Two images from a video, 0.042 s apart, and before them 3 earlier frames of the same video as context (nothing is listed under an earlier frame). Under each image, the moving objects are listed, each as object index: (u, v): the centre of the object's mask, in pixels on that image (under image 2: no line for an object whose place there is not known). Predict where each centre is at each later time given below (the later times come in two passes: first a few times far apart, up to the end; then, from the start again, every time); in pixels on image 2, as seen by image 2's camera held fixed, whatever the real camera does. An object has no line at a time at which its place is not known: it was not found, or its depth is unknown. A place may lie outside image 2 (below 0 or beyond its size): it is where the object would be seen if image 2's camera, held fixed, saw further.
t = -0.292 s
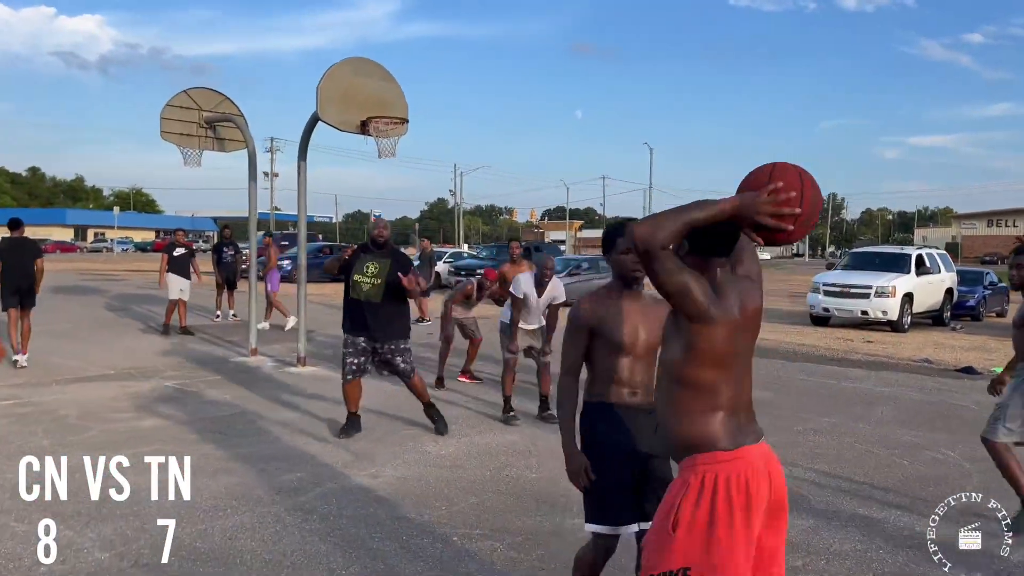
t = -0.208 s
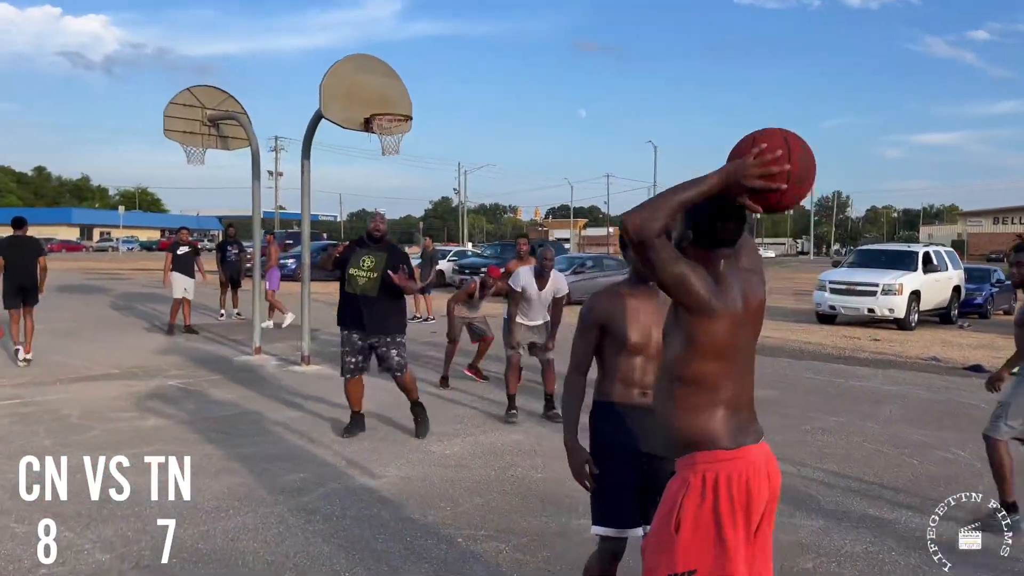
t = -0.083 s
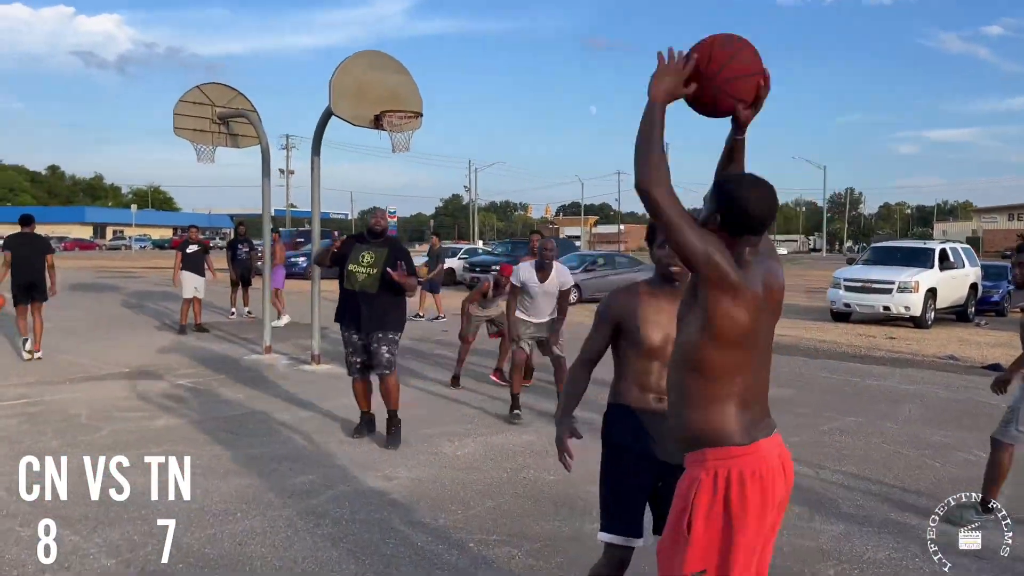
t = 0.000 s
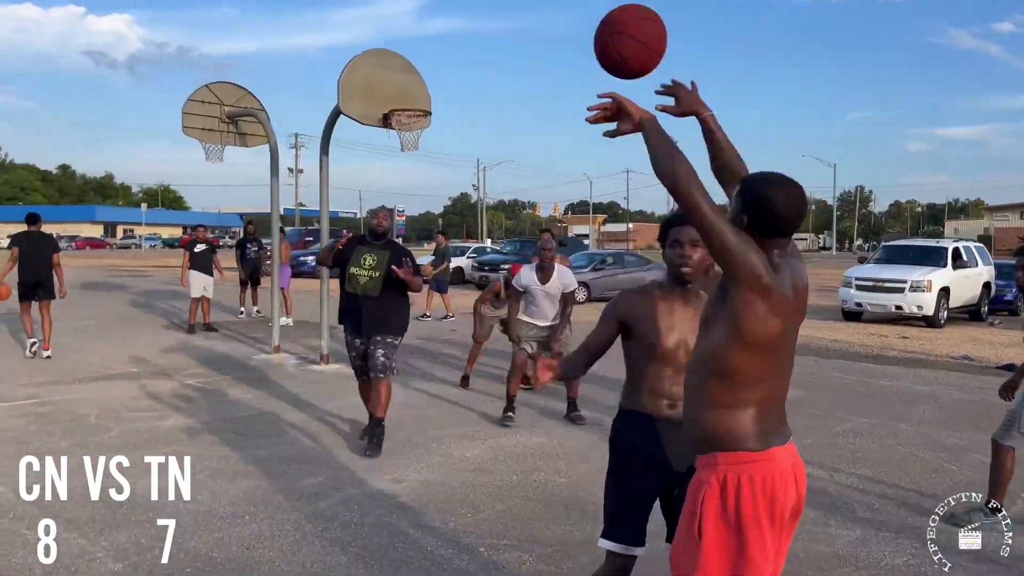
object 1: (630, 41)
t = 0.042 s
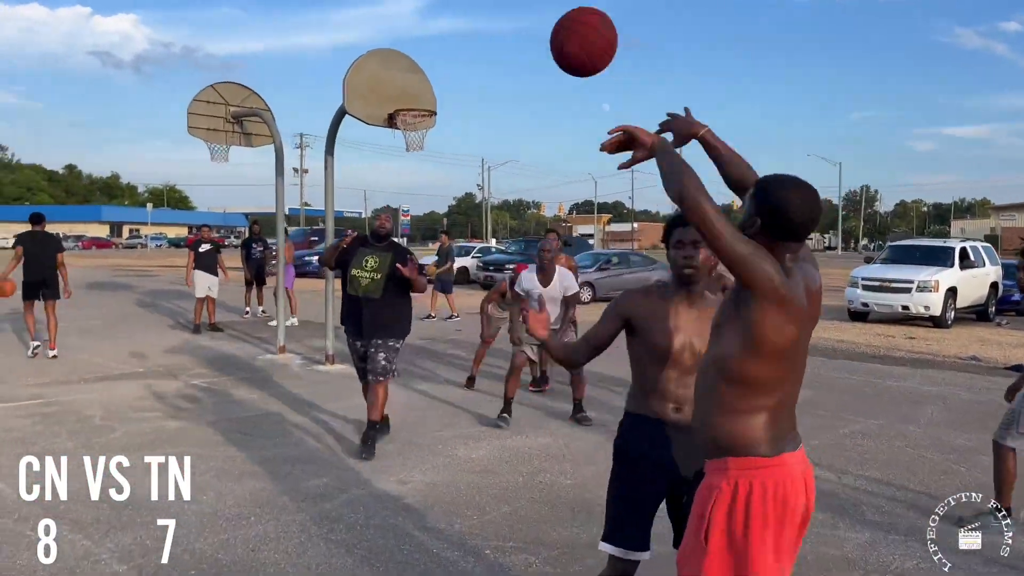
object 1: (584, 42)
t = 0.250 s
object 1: (411, 95)
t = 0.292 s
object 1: (389, 111)
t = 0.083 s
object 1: (538, 47)
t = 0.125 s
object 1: (500, 56)
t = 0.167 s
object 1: (466, 67)
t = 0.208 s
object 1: (437, 80)
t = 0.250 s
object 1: (411, 95)
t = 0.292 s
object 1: (389, 111)
